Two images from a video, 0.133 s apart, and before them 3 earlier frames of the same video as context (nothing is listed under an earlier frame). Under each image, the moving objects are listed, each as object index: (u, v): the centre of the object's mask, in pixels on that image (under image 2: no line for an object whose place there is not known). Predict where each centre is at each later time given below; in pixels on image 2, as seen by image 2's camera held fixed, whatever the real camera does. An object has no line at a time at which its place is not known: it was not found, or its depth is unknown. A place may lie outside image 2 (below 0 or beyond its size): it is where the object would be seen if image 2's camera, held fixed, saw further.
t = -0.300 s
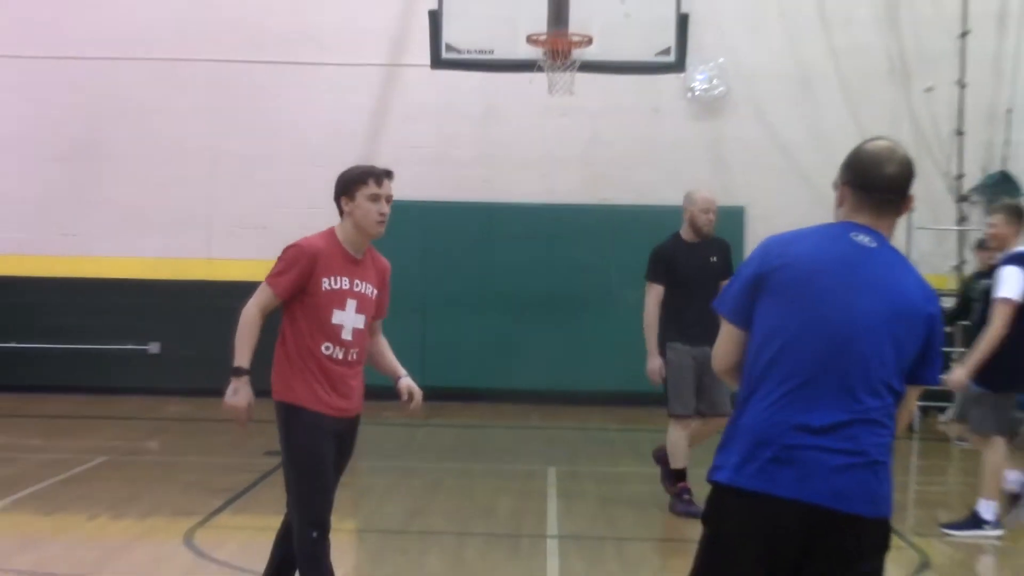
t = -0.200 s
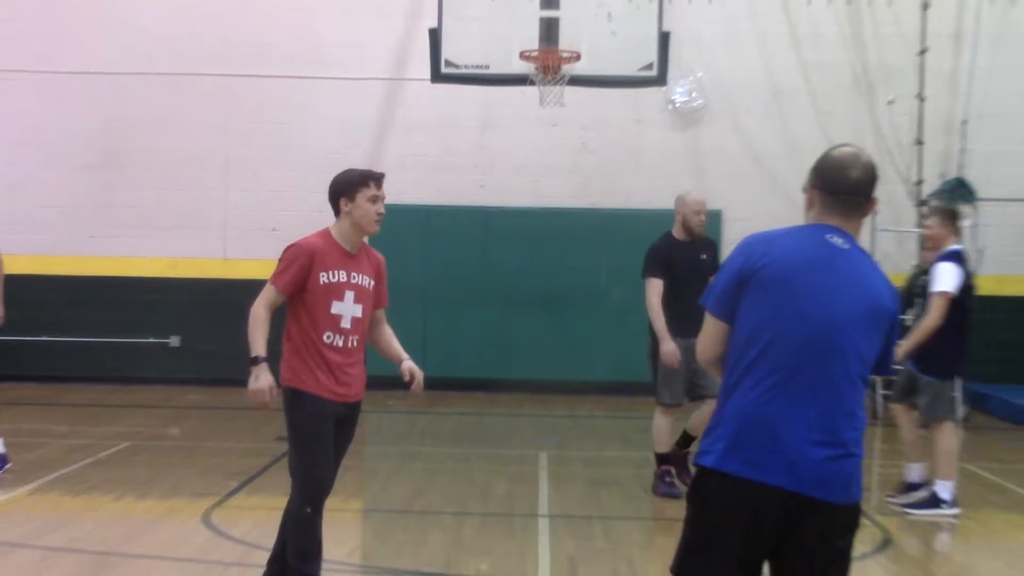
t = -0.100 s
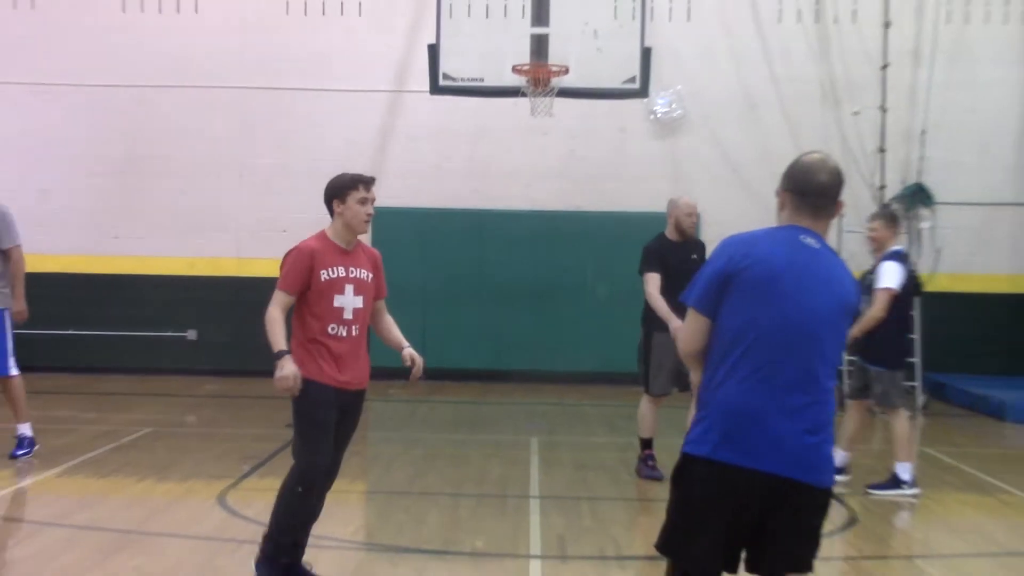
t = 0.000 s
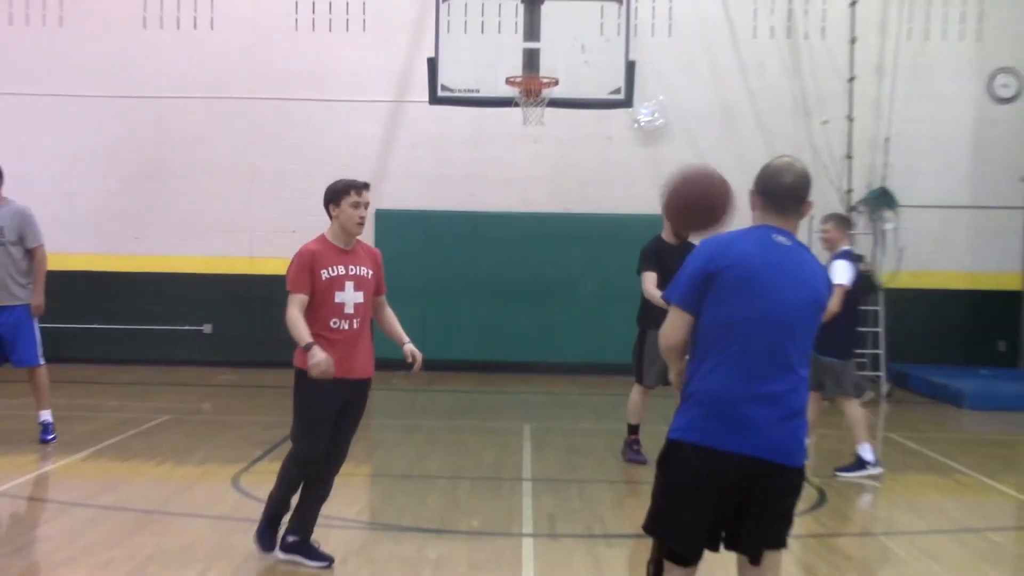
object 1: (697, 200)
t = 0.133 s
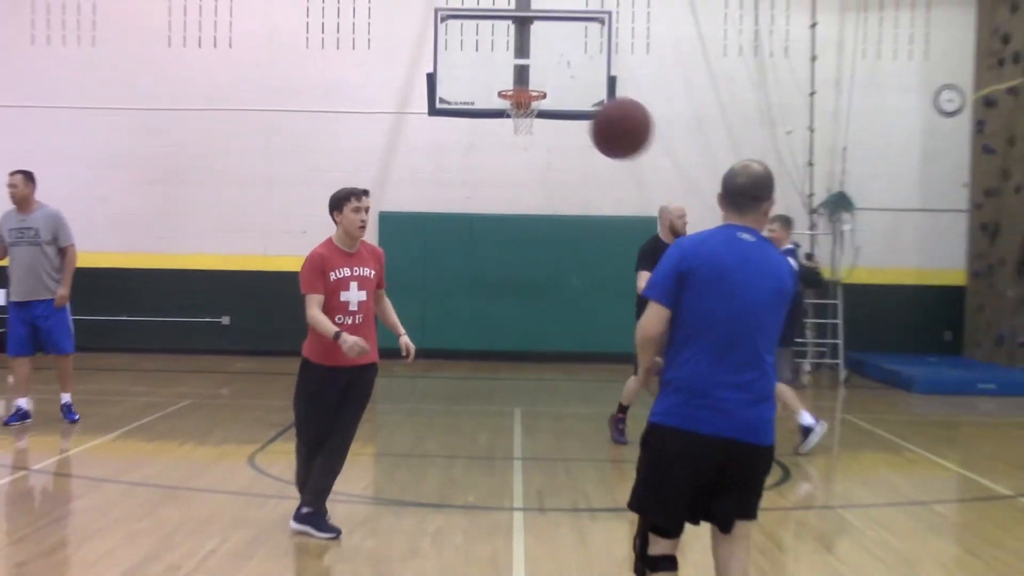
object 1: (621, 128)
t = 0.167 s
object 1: (610, 114)
